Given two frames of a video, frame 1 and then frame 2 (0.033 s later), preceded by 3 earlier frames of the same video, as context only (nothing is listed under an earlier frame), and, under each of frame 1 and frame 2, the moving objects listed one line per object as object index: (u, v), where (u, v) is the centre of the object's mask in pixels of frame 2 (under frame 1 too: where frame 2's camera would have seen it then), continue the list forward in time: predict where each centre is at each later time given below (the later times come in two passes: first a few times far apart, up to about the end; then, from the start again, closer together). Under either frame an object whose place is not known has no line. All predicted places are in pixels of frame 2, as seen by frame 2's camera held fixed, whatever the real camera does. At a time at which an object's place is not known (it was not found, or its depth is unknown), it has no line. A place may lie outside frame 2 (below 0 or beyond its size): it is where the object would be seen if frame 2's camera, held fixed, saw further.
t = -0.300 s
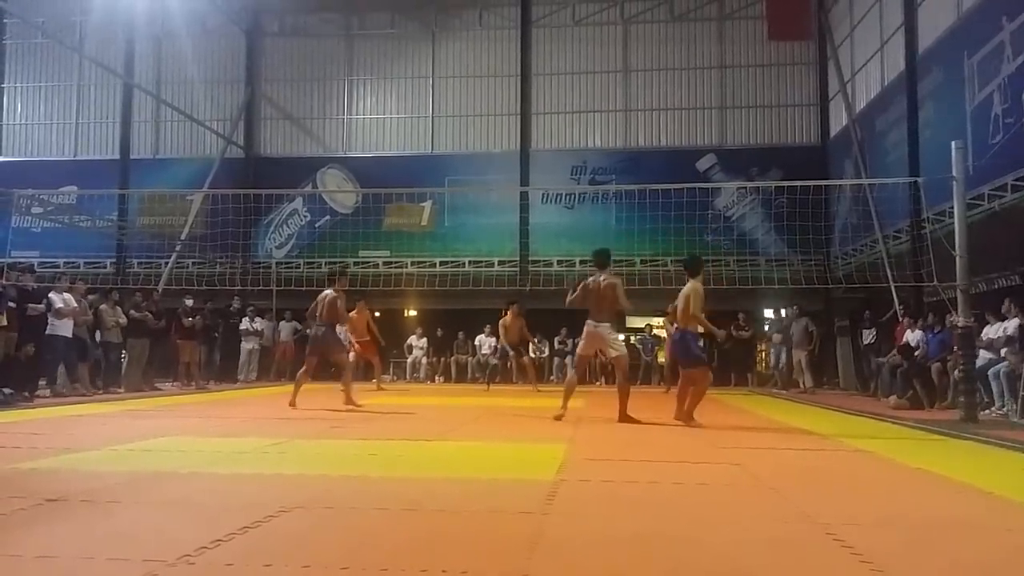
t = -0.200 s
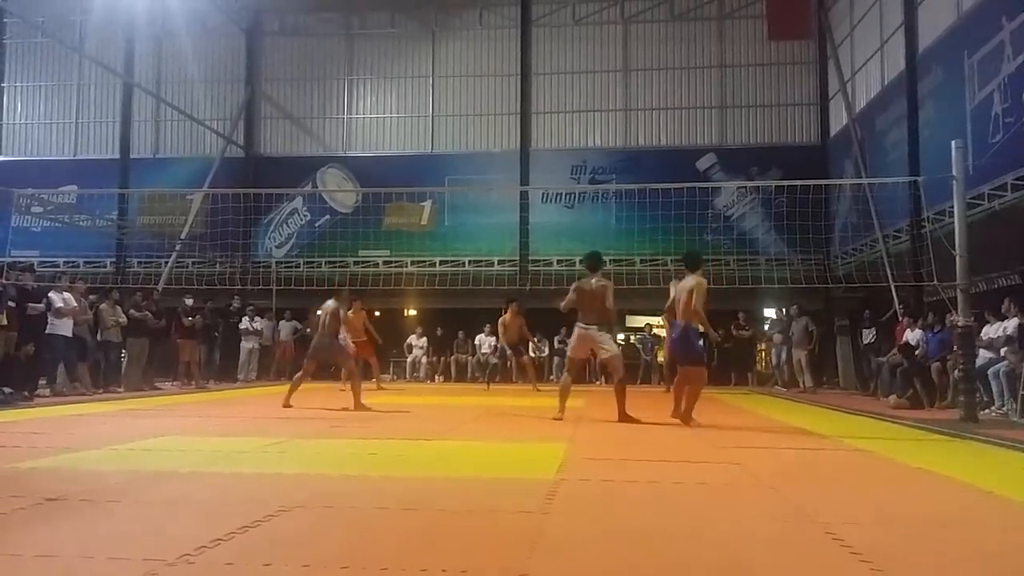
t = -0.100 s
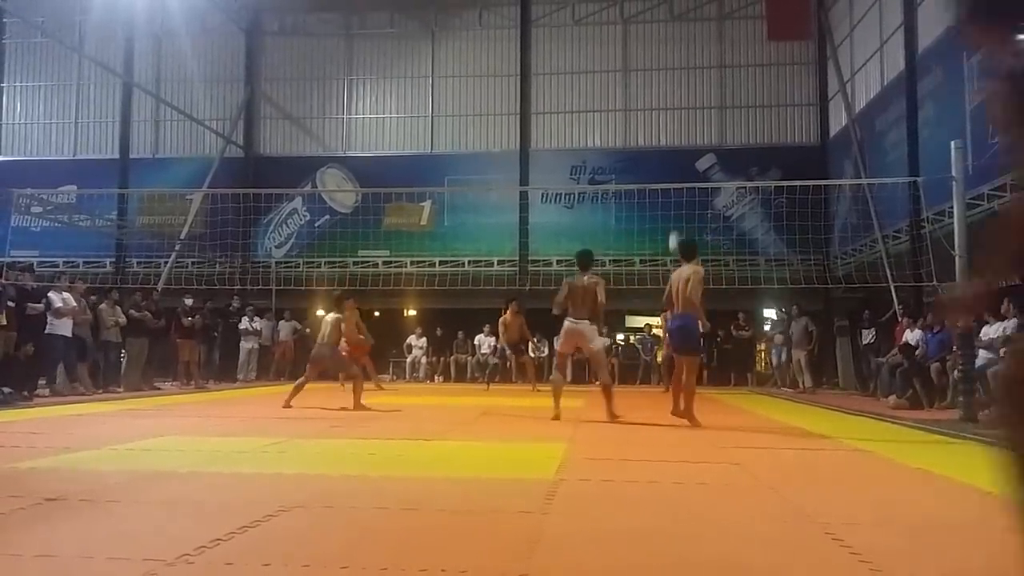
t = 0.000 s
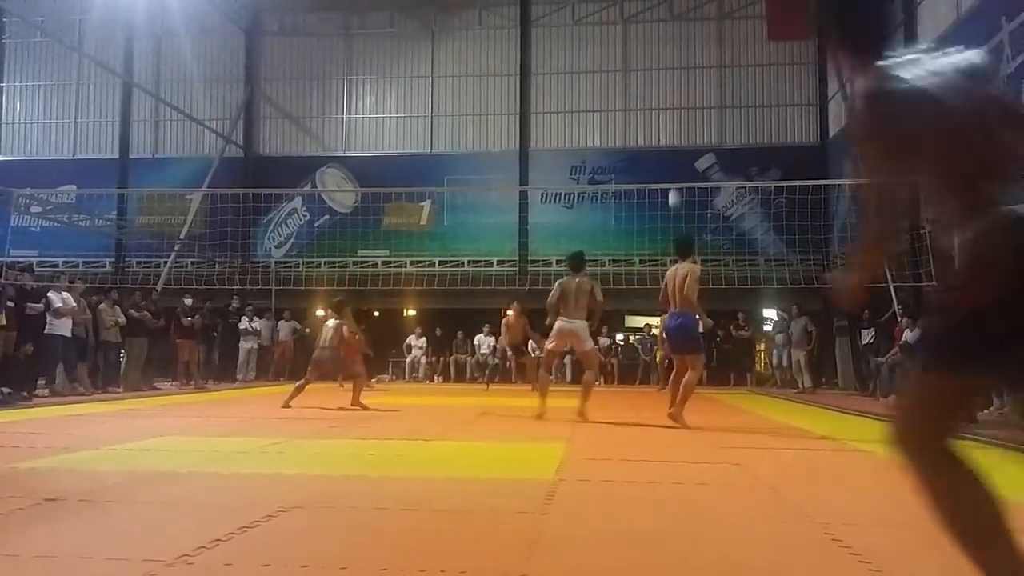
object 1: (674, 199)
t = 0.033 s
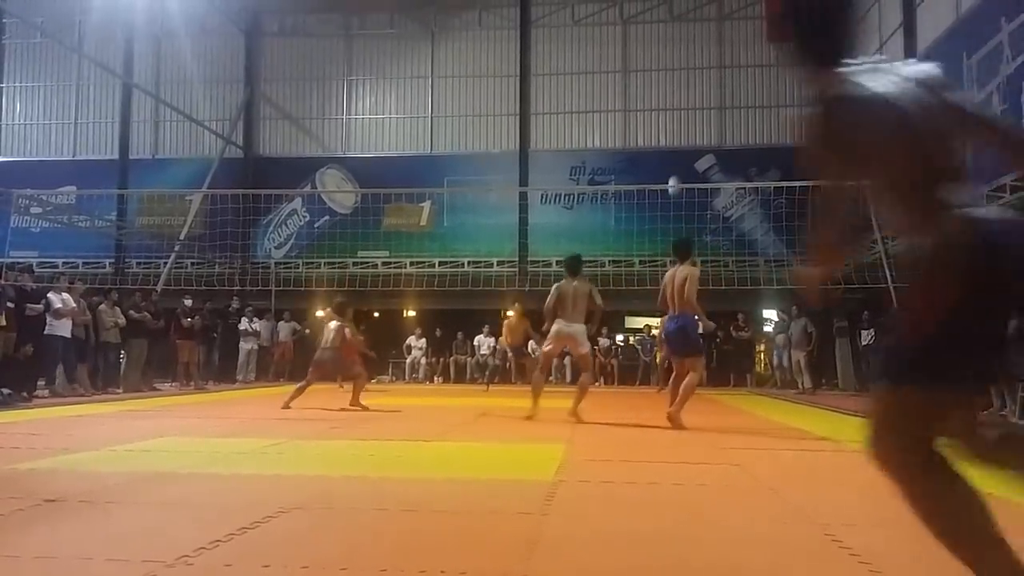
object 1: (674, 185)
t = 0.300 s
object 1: (672, 99)
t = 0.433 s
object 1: (672, 70)
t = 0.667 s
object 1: (674, 45)
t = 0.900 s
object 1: (673, 52)
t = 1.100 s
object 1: (673, 85)
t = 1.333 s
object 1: (674, 158)
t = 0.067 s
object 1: (674, 173)
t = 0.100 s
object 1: (674, 161)
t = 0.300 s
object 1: (672, 99)
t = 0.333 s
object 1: (672, 91)
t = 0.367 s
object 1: (672, 83)
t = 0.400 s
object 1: (672, 77)
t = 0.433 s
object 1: (672, 70)
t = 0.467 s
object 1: (673, 65)
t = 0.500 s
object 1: (673, 61)
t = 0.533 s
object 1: (672, 56)
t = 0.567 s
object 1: (673, 52)
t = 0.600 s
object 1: (673, 49)
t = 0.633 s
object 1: (674, 47)
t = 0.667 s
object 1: (674, 45)
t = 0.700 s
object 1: (674, 44)
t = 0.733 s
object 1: (674, 44)
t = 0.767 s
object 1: (674, 44)
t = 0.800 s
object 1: (674, 45)
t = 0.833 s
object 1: (674, 47)
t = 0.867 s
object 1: (674, 48)
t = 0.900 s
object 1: (673, 52)
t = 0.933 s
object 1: (673, 55)
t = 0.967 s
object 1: (673, 60)
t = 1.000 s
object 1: (674, 65)
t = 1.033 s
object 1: (673, 71)
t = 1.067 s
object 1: (673, 77)
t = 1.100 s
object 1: (673, 85)
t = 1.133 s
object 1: (673, 92)
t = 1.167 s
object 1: (673, 101)
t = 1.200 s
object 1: (673, 111)
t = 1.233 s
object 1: (673, 121)
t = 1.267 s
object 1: (673, 132)
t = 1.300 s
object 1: (673, 146)
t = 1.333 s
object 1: (674, 158)
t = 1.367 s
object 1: (673, 172)
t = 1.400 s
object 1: (674, 185)
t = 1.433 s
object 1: (674, 201)
